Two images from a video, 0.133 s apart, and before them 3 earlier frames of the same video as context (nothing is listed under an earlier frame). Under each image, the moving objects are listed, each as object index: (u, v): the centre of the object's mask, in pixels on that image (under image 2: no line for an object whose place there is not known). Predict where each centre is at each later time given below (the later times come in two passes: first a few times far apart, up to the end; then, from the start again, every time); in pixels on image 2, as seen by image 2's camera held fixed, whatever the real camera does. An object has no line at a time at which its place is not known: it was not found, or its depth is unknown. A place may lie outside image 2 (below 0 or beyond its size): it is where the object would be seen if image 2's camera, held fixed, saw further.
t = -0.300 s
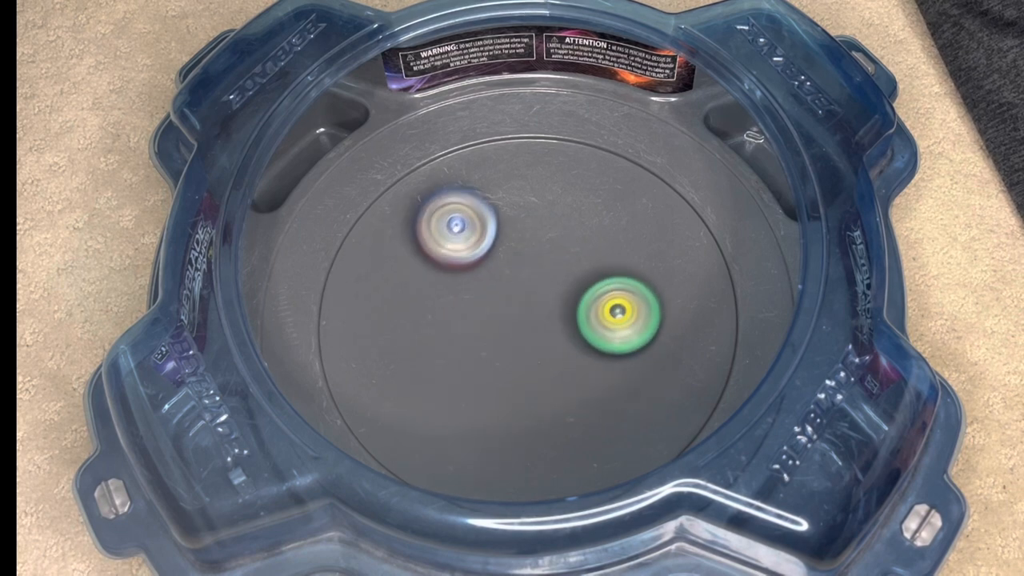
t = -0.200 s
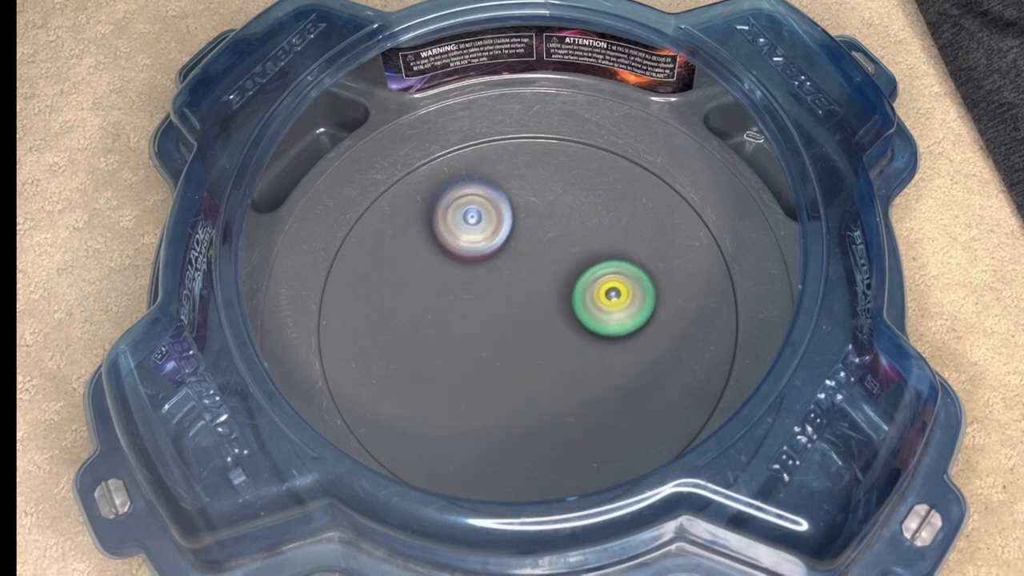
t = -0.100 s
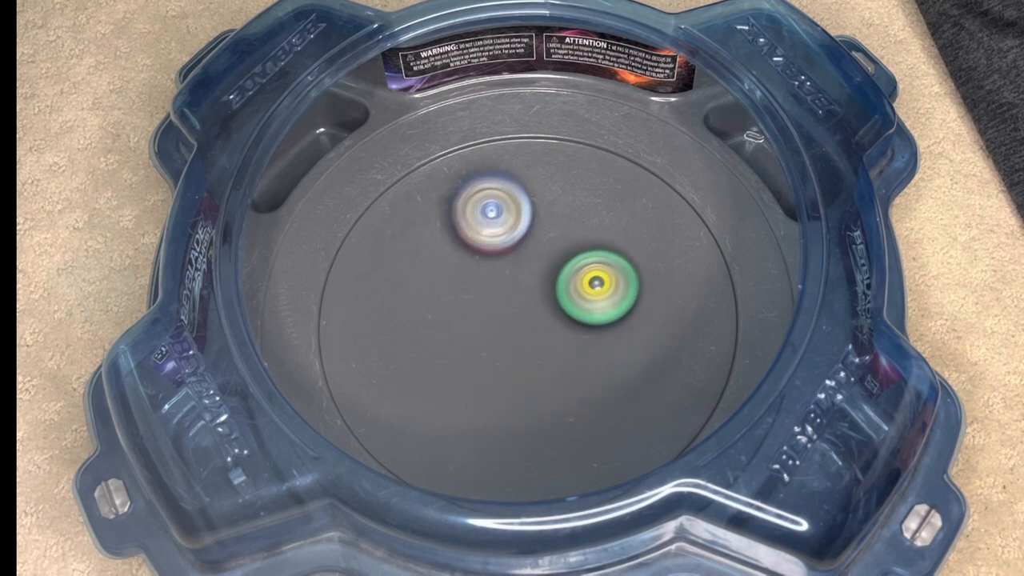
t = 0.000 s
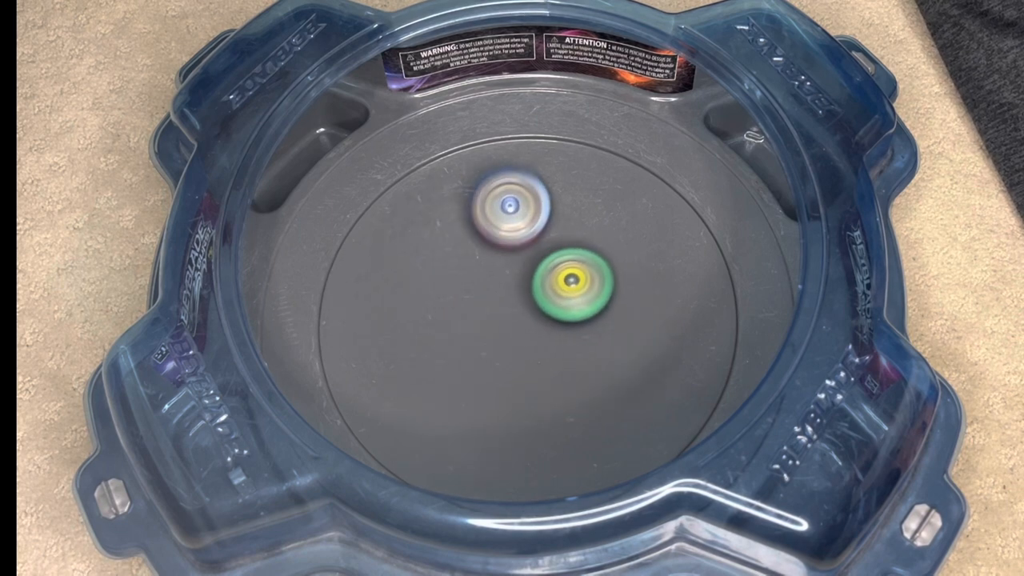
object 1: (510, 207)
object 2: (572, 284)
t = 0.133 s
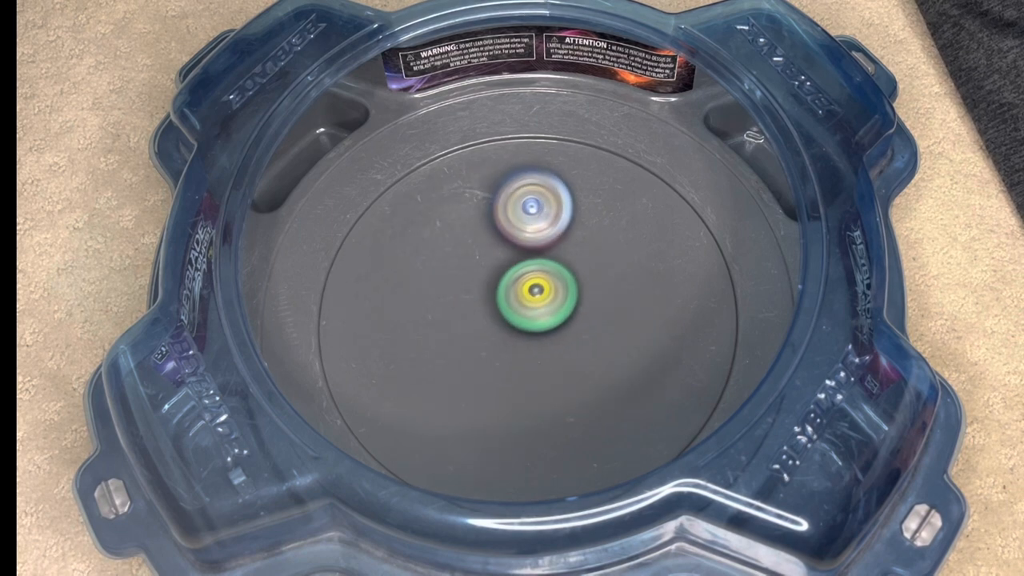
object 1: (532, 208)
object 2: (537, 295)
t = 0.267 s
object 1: (553, 217)
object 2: (508, 316)
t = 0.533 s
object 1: (604, 249)
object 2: (489, 368)
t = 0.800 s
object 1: (629, 278)
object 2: (515, 381)
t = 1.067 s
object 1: (618, 323)
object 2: (527, 340)
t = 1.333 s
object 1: (606, 349)
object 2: (491, 296)
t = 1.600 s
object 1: (550, 382)
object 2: (459, 284)
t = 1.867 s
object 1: (514, 393)
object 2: (467, 295)
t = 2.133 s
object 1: (478, 379)
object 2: (515, 288)
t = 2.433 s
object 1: (461, 345)
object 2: (553, 259)
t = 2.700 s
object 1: (453, 300)
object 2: (558, 255)
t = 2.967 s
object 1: (462, 270)
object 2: (552, 288)
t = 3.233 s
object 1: (500, 255)
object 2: (563, 329)
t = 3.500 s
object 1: (538, 251)
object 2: (572, 352)
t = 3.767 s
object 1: (567, 266)
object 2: (557, 350)
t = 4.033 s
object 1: (581, 261)
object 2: (514, 357)
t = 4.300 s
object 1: (560, 307)
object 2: (477, 353)
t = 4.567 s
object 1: (601, 306)
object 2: (439, 355)
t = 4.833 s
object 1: (559, 311)
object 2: (457, 333)
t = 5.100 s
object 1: (619, 340)
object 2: (400, 286)
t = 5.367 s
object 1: (596, 316)
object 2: (426, 280)
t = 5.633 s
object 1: (536, 342)
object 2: (483, 262)
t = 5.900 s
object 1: (530, 379)
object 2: (544, 256)
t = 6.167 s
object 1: (515, 358)
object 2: (596, 269)
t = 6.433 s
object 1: (481, 317)
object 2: (618, 296)
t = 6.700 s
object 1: (461, 288)
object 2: (597, 333)
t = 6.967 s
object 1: (489, 282)
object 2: (546, 362)
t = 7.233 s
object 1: (539, 271)
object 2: (488, 368)
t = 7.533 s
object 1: (567, 274)
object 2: (444, 343)
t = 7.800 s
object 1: (561, 308)
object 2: (445, 306)
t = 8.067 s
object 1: (553, 343)
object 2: (479, 272)
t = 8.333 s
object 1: (530, 350)
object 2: (530, 255)
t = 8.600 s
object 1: (497, 334)
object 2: (577, 262)
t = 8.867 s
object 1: (477, 313)
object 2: (600, 291)
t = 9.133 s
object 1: (493, 295)
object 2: (589, 330)
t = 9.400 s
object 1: (522, 277)
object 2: (545, 360)
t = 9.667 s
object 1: (547, 277)
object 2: (492, 364)
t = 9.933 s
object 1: (559, 299)
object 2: (457, 339)
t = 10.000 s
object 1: (560, 306)
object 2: (453, 330)
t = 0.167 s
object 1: (537, 209)
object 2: (528, 299)
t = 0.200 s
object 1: (543, 212)
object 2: (521, 304)
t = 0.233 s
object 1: (548, 214)
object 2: (514, 310)
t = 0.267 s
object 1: (553, 217)
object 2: (508, 316)
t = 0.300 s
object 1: (559, 221)
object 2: (502, 322)
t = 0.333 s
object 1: (566, 225)
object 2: (497, 329)
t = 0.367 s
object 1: (572, 230)
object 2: (494, 336)
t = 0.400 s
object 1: (578, 233)
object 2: (491, 343)
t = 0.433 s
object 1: (585, 238)
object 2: (489, 349)
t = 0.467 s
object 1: (591, 241)
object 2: (487, 356)
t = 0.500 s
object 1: (597, 245)
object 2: (487, 362)
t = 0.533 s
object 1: (604, 249)
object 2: (489, 368)
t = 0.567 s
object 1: (607, 253)
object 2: (490, 372)
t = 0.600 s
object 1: (612, 257)
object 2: (493, 376)
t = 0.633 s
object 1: (617, 261)
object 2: (496, 379)
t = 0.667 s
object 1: (620, 264)
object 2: (499, 381)
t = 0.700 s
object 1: (624, 268)
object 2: (503, 383)
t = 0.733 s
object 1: (626, 271)
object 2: (506, 383)
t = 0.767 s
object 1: (628, 275)
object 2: (511, 383)
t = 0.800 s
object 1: (629, 278)
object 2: (515, 381)
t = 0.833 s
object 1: (629, 283)
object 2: (519, 378)
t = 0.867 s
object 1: (628, 288)
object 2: (524, 374)
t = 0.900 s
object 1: (625, 293)
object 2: (527, 369)
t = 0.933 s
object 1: (623, 299)
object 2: (530, 364)
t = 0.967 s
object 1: (620, 305)
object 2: (532, 358)
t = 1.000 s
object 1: (617, 312)
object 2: (532, 352)
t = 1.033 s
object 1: (616, 319)
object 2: (530, 346)
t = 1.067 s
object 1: (618, 323)
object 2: (527, 340)
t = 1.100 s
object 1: (620, 327)
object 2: (524, 333)
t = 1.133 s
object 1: (620, 331)
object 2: (520, 327)
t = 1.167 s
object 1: (621, 335)
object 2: (516, 320)
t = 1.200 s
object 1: (620, 338)
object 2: (511, 315)
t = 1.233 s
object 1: (618, 341)
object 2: (506, 308)
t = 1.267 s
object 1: (615, 344)
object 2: (501, 303)
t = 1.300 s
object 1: (611, 347)
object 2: (496, 300)
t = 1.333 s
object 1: (606, 349)
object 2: (491, 296)
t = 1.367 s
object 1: (600, 353)
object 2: (486, 293)
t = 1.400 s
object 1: (593, 357)
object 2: (481, 290)
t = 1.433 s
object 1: (586, 361)
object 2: (476, 288)
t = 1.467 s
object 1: (578, 365)
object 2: (471, 287)
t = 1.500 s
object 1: (571, 369)
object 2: (467, 286)
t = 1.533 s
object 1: (564, 373)
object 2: (464, 285)
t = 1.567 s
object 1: (557, 378)
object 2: (461, 285)
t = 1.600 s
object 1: (550, 382)
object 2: (459, 284)
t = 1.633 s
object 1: (544, 386)
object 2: (457, 285)
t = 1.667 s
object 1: (539, 389)
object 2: (457, 285)
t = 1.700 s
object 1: (535, 391)
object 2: (457, 286)
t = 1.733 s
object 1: (530, 393)
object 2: (457, 288)
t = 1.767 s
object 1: (526, 394)
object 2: (458, 290)
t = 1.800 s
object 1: (522, 394)
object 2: (460, 291)
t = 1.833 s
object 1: (518, 394)
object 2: (463, 293)
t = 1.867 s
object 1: (514, 393)
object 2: (467, 295)
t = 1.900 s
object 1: (510, 391)
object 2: (471, 297)
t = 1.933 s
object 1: (506, 389)
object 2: (477, 298)
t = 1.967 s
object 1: (502, 386)
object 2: (483, 298)
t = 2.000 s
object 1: (497, 383)
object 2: (489, 299)
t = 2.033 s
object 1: (493, 379)
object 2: (496, 299)
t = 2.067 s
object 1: (486, 379)
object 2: (503, 294)
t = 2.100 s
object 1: (482, 379)
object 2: (509, 291)
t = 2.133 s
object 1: (478, 379)
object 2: (515, 288)
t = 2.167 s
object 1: (475, 377)
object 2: (520, 285)
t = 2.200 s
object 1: (473, 375)
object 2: (526, 281)
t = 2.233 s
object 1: (471, 372)
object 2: (531, 277)
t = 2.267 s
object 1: (469, 369)
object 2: (536, 274)
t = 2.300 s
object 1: (468, 365)
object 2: (540, 271)
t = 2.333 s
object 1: (466, 360)
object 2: (544, 268)
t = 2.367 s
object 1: (464, 355)
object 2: (547, 265)
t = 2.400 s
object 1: (463, 350)
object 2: (550, 262)
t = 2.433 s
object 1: (461, 345)
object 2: (553, 259)
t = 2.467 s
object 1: (460, 339)
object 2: (555, 257)
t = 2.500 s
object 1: (458, 333)
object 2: (556, 255)
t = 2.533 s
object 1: (457, 328)
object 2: (558, 253)
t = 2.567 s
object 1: (456, 322)
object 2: (559, 252)
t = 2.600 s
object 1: (455, 316)
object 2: (560, 252)
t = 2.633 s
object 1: (454, 311)
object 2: (560, 253)
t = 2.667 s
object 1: (454, 306)
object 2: (559, 253)
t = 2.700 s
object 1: (453, 300)
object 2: (558, 255)
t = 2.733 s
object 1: (453, 296)
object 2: (557, 257)
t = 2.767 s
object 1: (453, 291)
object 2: (556, 260)
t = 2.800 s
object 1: (454, 287)
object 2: (555, 263)
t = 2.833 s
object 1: (454, 282)
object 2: (554, 267)
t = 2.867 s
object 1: (455, 278)
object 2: (553, 272)
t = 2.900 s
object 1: (457, 275)
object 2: (553, 277)
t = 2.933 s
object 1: (459, 273)
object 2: (552, 282)
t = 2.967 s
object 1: (462, 270)
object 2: (552, 288)
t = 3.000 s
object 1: (466, 267)
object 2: (553, 293)
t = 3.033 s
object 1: (470, 265)
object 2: (554, 298)
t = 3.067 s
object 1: (474, 263)
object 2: (555, 304)
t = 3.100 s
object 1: (479, 262)
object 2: (556, 309)
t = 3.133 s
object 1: (484, 260)
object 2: (558, 314)
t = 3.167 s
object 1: (490, 258)
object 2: (560, 320)
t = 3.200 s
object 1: (495, 257)
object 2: (561, 325)
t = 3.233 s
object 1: (500, 255)
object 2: (563, 329)
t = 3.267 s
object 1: (505, 254)
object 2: (565, 334)
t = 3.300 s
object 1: (510, 253)
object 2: (567, 337)
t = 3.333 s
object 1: (515, 252)
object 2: (569, 340)
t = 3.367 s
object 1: (520, 251)
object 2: (570, 344)
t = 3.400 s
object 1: (525, 251)
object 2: (571, 346)
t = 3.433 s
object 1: (530, 250)
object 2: (572, 348)
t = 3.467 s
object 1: (534, 250)
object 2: (572, 350)
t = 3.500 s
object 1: (538, 251)
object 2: (572, 352)
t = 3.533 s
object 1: (542, 252)
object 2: (572, 353)
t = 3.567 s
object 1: (547, 254)
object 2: (571, 353)
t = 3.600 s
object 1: (550, 254)
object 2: (570, 353)
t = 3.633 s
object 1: (555, 257)
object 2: (568, 353)
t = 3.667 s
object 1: (557, 258)
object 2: (566, 352)
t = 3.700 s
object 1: (560, 260)
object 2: (564, 352)
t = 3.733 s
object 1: (564, 263)
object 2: (560, 351)
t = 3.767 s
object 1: (567, 266)
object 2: (557, 350)
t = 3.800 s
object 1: (571, 269)
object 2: (552, 349)
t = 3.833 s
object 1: (576, 267)
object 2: (546, 352)
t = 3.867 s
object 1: (580, 264)
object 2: (540, 354)
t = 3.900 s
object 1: (583, 262)
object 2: (535, 355)
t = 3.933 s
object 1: (584, 261)
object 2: (529, 355)
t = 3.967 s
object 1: (584, 260)
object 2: (525, 356)
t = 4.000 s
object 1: (583, 260)
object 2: (519, 356)
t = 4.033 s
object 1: (581, 261)
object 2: (514, 357)
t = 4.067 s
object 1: (578, 264)
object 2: (509, 357)
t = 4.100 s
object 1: (575, 267)
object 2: (505, 357)
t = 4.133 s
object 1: (571, 272)
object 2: (500, 356)
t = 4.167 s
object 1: (567, 277)
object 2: (495, 356)
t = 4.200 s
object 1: (563, 284)
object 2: (492, 355)
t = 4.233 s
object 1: (560, 292)
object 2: (488, 354)
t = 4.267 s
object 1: (557, 301)
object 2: (484, 354)
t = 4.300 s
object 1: (560, 307)
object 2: (477, 353)
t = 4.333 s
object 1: (571, 311)
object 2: (466, 355)
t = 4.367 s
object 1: (578, 313)
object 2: (459, 355)
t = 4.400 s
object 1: (585, 313)
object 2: (454, 355)
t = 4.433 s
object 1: (590, 312)
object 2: (449, 355)
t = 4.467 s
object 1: (595, 311)
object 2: (446, 356)
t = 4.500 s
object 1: (598, 309)
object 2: (442, 356)
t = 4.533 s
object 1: (601, 308)
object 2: (440, 356)
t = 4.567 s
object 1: (601, 306)
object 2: (439, 355)
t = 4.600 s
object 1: (600, 304)
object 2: (439, 354)
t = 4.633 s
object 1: (598, 303)
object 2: (441, 352)
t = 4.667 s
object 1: (593, 302)
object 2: (442, 351)
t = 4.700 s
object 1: (588, 302)
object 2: (445, 348)
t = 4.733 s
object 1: (582, 303)
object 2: (447, 345)
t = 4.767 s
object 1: (573, 305)
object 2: (450, 341)
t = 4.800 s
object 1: (566, 307)
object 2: (453, 338)
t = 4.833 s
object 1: (559, 311)
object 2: (457, 333)
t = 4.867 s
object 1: (551, 317)
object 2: (460, 329)
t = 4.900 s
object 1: (559, 325)
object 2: (448, 318)
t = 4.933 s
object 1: (577, 334)
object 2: (428, 307)
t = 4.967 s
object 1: (590, 340)
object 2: (415, 297)
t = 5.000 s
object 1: (598, 342)
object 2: (409, 292)
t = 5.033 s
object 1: (607, 344)
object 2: (405, 289)
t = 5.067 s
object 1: (613, 342)
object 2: (403, 287)
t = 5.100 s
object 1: (619, 340)
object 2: (400, 286)
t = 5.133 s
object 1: (623, 338)
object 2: (400, 285)
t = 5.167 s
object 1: (626, 335)
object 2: (400, 284)
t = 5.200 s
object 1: (626, 331)
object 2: (402, 283)
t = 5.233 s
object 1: (624, 327)
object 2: (405, 283)
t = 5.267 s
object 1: (619, 323)
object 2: (408, 282)
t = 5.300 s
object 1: (613, 320)
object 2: (414, 282)
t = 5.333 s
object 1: (605, 318)
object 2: (419, 281)
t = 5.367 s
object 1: (596, 316)
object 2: (426, 280)
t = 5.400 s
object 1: (586, 315)
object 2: (433, 280)
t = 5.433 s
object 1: (576, 315)
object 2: (441, 278)
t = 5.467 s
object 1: (565, 316)
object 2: (450, 278)
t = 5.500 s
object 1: (556, 317)
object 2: (459, 277)
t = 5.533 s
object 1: (546, 319)
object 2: (468, 276)
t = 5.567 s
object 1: (539, 324)
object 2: (474, 272)
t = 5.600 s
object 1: (539, 334)
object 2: (478, 266)
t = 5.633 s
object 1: (536, 342)
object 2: (483, 262)
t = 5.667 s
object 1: (534, 348)
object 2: (491, 260)
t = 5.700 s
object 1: (533, 355)
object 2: (499, 259)
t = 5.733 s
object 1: (532, 360)
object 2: (506, 257)
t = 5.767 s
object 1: (531, 365)
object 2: (514, 256)
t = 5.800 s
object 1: (531, 370)
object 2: (521, 256)
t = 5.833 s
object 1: (531, 374)
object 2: (529, 256)
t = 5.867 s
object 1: (530, 376)
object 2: (537, 256)
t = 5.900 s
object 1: (530, 379)
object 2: (544, 256)
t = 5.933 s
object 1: (529, 379)
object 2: (551, 257)
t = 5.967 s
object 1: (529, 379)
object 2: (559, 258)
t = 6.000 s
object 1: (527, 378)
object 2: (565, 259)
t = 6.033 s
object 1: (526, 376)
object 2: (572, 260)
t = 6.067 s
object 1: (524, 373)
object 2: (578, 262)
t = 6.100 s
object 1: (522, 369)
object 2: (585, 263)
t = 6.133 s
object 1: (519, 364)
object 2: (591, 266)
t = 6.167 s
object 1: (515, 358)
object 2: (596, 269)
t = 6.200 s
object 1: (512, 353)
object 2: (600, 271)
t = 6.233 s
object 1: (508, 347)
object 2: (605, 274)
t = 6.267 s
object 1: (503, 342)
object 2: (608, 277)
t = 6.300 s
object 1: (498, 336)
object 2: (611, 280)
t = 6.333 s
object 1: (494, 332)
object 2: (614, 284)
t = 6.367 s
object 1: (490, 327)
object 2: (616, 288)
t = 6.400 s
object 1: (485, 322)
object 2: (618, 292)
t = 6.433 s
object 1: (481, 317)
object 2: (618, 296)
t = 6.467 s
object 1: (476, 312)
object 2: (617, 300)
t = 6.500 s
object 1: (473, 308)
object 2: (617, 304)
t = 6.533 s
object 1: (469, 304)
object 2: (615, 309)
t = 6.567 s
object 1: (467, 301)
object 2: (612, 314)
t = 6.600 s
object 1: (464, 297)
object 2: (610, 318)
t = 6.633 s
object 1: (462, 294)
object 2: (606, 324)
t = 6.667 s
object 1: (461, 291)
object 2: (602, 328)
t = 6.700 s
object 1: (461, 288)
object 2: (597, 333)
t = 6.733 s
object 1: (462, 287)
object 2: (592, 338)
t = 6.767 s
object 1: (464, 285)
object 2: (586, 342)
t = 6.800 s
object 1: (466, 284)
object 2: (581, 346)
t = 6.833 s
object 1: (468, 284)
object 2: (574, 350)
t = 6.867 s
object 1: (472, 283)
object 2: (568, 353)
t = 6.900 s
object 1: (477, 283)
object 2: (561, 357)
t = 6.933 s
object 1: (483, 282)
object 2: (554, 360)
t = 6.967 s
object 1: (489, 282)
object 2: (546, 362)
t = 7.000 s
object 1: (495, 280)
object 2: (539, 364)
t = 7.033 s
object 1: (502, 279)
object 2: (532, 366)
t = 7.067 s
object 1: (509, 278)
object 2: (524, 367)
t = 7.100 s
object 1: (515, 276)
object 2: (517, 368)
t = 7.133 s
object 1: (521, 274)
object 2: (509, 369)
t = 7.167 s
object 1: (528, 273)
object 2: (501, 369)
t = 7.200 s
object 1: (533, 272)
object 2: (495, 368)
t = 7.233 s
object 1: (539, 271)
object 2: (488, 368)
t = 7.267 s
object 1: (545, 270)
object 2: (481, 367)
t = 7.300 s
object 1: (549, 269)
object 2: (475, 365)
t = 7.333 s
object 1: (553, 269)
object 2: (470, 363)
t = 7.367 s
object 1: (557, 269)
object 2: (464, 360)
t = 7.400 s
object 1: (560, 269)
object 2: (459, 357)
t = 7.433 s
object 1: (563, 269)
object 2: (455, 354)
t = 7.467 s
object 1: (565, 270)
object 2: (451, 351)
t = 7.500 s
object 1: (566, 271)
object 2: (447, 347)
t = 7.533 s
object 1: (567, 274)
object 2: (444, 343)
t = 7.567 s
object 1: (568, 276)
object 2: (442, 339)
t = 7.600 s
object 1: (567, 279)
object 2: (440, 335)
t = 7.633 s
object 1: (566, 282)
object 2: (440, 330)
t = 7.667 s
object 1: (564, 287)
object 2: (440, 325)
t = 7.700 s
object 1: (563, 291)
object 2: (440, 321)
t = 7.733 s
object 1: (562, 297)
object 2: (441, 316)
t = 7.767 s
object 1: (561, 303)
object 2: (443, 311)
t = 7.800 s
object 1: (561, 308)
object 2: (445, 306)
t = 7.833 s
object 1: (561, 314)
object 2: (448, 302)
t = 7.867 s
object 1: (561, 319)
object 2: (451, 296)
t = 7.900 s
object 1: (560, 325)
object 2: (455, 292)
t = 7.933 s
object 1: (559, 329)
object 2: (459, 288)
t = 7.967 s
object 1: (558, 333)
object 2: (463, 283)
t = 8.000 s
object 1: (557, 337)
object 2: (468, 279)
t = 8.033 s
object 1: (555, 340)
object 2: (474, 275)
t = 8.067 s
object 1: (553, 343)
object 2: (479, 272)
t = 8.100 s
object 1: (551, 346)
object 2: (485, 269)
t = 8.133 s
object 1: (549, 348)
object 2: (491, 266)
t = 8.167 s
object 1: (546, 349)
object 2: (498, 263)
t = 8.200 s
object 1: (543, 350)
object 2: (504, 261)
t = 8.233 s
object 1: (540, 351)
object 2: (510, 258)
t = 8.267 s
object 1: (537, 351)
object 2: (516, 256)
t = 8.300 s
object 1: (534, 350)
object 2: (523, 255)
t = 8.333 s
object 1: (530, 350)
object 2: (530, 255)
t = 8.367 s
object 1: (526, 349)
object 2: (536, 254)
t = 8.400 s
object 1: (522, 346)
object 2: (543, 254)
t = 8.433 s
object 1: (518, 345)
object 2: (549, 254)
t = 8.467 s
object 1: (513, 343)
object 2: (555, 255)
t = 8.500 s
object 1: (509, 341)
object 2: (561, 256)
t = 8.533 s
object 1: (505, 339)
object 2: (567, 257)
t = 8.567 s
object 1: (501, 337)
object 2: (572, 259)
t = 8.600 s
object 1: (497, 334)
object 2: (577, 262)
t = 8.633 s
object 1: (492, 331)
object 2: (581, 264)
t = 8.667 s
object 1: (489, 328)
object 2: (586, 266)
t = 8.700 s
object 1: (486, 326)
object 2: (590, 270)
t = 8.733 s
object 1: (483, 323)
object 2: (593, 274)
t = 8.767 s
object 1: (481, 320)
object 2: (595, 278)
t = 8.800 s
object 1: (480, 318)
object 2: (598, 282)
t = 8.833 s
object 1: (478, 316)
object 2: (600, 286)
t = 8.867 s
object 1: (477, 313)
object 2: (600, 291)
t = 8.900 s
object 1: (477, 310)
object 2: (601, 296)
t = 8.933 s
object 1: (477, 309)
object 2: (600, 300)
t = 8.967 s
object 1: (478, 307)
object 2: (600, 305)
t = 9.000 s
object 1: (480, 304)
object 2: (599, 311)
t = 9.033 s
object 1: (483, 302)
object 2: (597, 316)
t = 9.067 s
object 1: (486, 299)
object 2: (594, 321)
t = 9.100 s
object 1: (488, 297)
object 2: (592, 326)
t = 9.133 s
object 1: (493, 295)
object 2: (589, 330)
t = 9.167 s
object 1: (496, 292)
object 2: (585, 335)
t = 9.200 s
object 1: (500, 289)
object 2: (580, 340)
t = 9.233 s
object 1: (504, 287)
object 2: (575, 344)
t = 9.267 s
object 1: (508, 285)
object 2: (570, 348)
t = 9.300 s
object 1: (511, 282)
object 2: (564, 351)
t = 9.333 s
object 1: (515, 280)
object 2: (558, 355)
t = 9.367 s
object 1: (518, 278)
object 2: (551, 358)
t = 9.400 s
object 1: (522, 277)
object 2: (545, 360)
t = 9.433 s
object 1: (525, 276)
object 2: (539, 362)
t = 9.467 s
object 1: (529, 274)
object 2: (533, 364)
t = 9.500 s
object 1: (533, 274)
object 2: (525, 366)
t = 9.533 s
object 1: (536, 274)
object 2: (518, 366)
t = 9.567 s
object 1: (539, 274)
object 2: (512, 366)
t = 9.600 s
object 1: (542, 275)
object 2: (505, 366)
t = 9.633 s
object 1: (545, 276)
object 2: (499, 365)
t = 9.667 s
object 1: (547, 277)
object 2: (492, 364)
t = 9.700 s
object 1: (549, 278)
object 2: (487, 362)
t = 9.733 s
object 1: (551, 280)
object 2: (482, 360)
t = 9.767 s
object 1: (552, 283)
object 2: (476, 357)
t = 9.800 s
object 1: (554, 285)
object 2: (472, 354)
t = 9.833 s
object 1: (556, 288)
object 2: (467, 351)
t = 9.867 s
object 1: (557, 291)
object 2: (463, 347)
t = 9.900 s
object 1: (558, 294)
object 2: (460, 343)
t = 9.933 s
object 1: (559, 299)
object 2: (457, 339)
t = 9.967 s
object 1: (560, 303)
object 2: (455, 335)
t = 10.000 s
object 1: (560, 306)
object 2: (453, 330)
